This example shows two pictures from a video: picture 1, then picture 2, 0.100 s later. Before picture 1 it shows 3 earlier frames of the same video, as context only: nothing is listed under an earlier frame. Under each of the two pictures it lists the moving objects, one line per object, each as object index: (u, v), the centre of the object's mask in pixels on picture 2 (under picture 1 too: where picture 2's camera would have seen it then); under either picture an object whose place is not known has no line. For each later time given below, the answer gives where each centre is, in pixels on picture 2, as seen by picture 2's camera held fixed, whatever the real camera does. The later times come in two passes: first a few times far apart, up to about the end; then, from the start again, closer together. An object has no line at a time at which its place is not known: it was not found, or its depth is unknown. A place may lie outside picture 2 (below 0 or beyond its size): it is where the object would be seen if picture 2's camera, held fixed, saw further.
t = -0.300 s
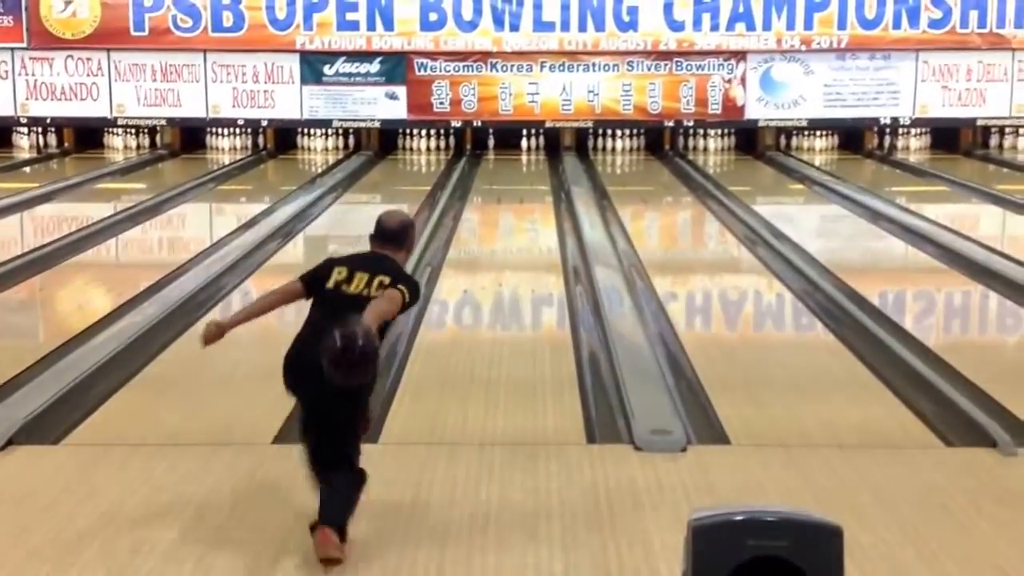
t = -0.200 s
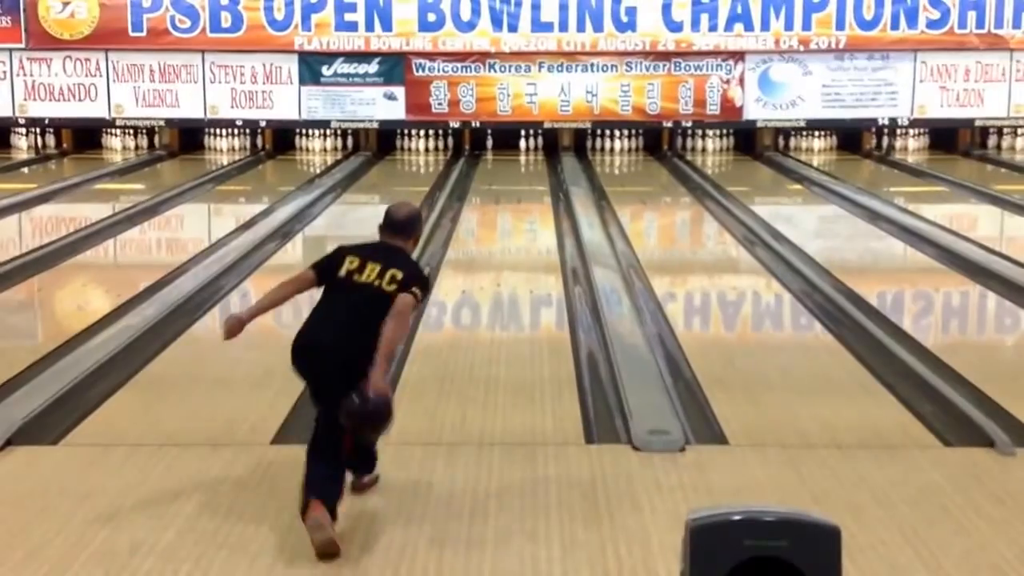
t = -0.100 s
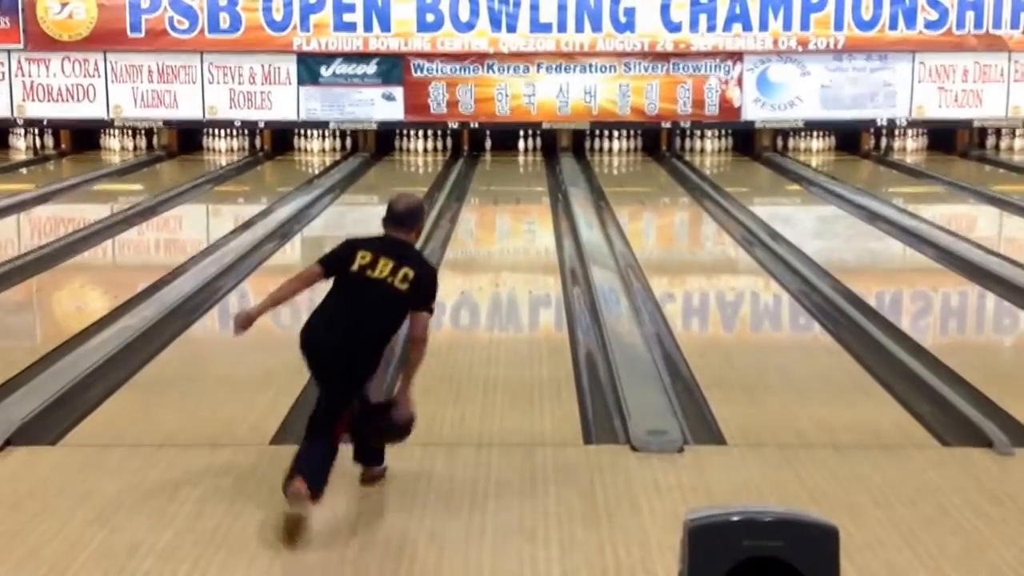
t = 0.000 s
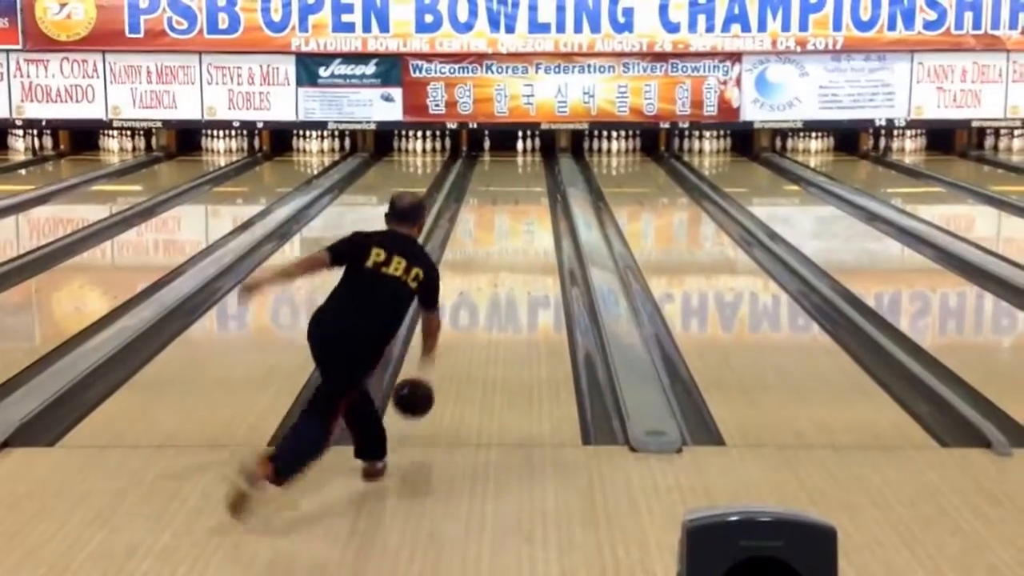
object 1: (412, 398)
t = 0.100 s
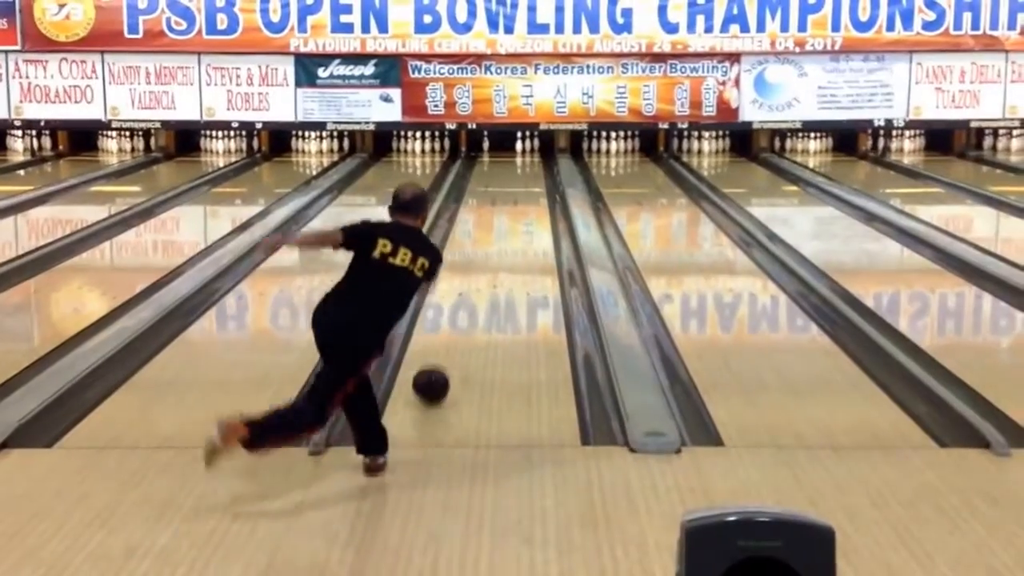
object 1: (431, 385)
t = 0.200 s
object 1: (446, 352)
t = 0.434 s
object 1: (473, 300)
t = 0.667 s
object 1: (495, 260)
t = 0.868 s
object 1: (505, 236)
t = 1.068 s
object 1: (515, 216)
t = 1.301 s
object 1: (524, 198)
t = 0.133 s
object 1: (436, 371)
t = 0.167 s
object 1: (441, 360)
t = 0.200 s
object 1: (446, 352)
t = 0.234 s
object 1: (450, 345)
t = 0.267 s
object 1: (455, 336)
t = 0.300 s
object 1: (459, 328)
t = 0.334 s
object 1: (463, 320)
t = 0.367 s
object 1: (466, 313)
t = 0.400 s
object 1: (470, 306)
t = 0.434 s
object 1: (473, 300)
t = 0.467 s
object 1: (476, 294)
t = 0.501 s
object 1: (479, 288)
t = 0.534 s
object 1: (482, 282)
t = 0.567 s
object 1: (485, 276)
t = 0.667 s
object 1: (495, 260)
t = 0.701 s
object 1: (497, 255)
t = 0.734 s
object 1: (498, 251)
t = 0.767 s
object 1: (500, 248)
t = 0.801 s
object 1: (501, 244)
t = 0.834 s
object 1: (503, 240)
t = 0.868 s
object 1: (505, 236)
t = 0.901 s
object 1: (507, 233)
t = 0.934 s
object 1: (509, 229)
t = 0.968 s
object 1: (510, 226)
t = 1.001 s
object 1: (512, 223)
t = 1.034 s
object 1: (514, 220)
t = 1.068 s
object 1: (515, 216)
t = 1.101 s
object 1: (517, 214)
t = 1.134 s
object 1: (518, 211)
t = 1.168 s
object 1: (519, 208)
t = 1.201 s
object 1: (520, 206)
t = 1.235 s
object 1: (522, 203)
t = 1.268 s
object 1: (522, 200)
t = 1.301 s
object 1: (524, 198)
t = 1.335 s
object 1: (525, 195)
